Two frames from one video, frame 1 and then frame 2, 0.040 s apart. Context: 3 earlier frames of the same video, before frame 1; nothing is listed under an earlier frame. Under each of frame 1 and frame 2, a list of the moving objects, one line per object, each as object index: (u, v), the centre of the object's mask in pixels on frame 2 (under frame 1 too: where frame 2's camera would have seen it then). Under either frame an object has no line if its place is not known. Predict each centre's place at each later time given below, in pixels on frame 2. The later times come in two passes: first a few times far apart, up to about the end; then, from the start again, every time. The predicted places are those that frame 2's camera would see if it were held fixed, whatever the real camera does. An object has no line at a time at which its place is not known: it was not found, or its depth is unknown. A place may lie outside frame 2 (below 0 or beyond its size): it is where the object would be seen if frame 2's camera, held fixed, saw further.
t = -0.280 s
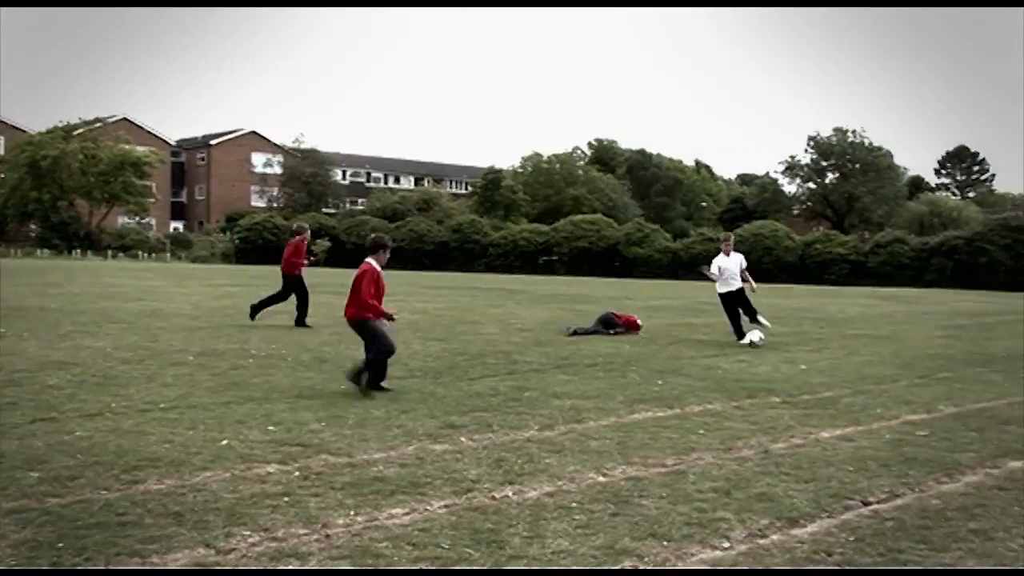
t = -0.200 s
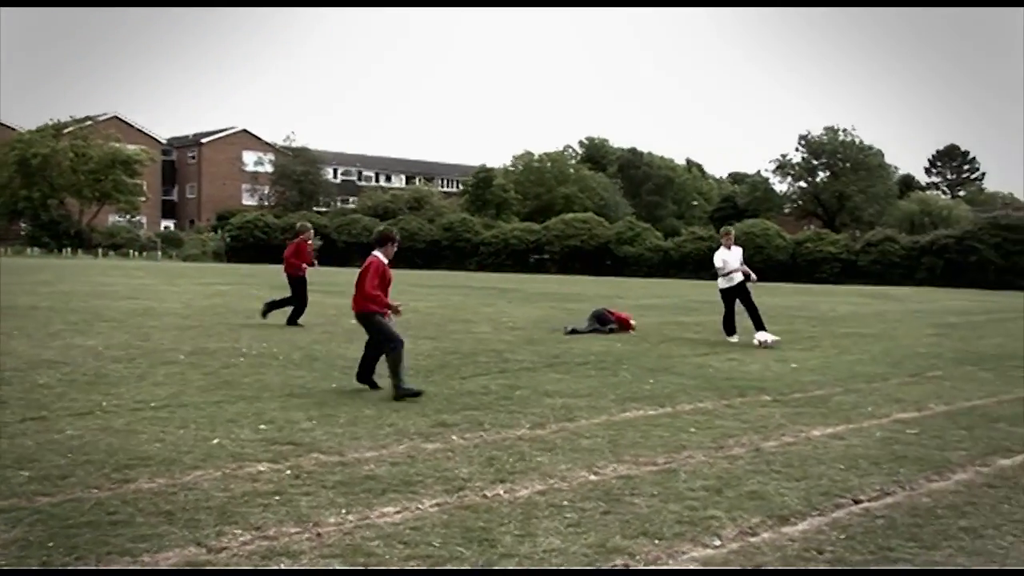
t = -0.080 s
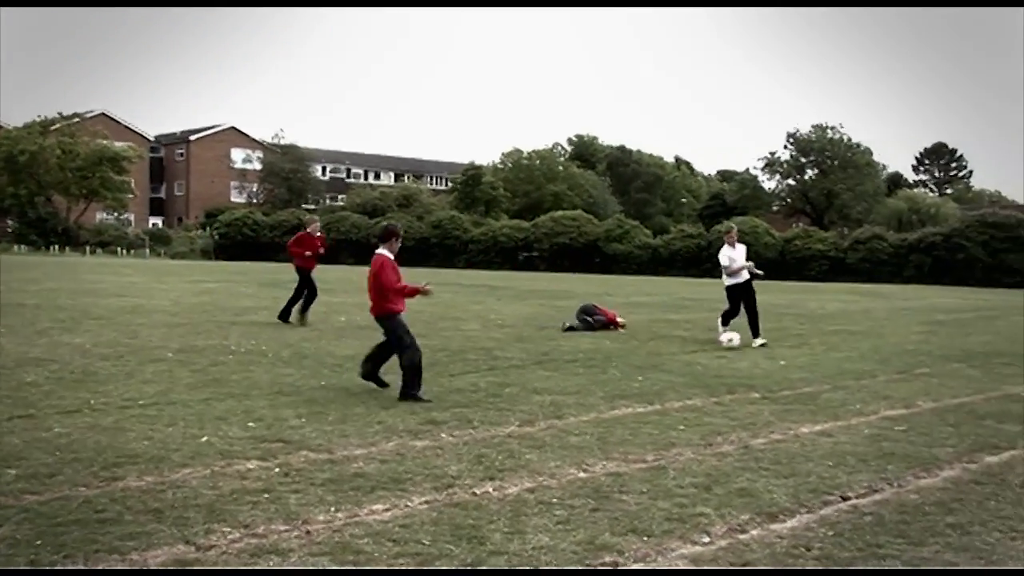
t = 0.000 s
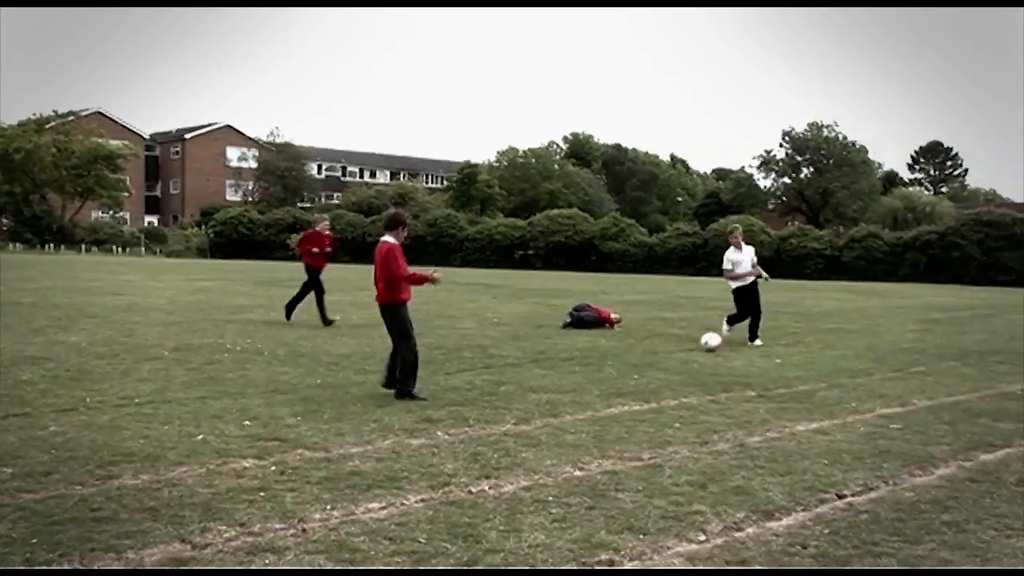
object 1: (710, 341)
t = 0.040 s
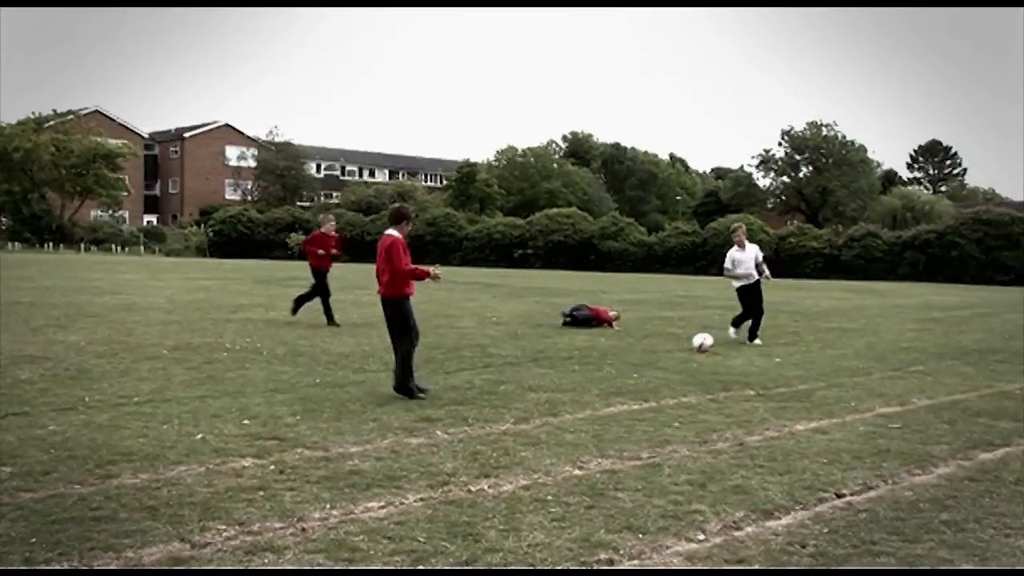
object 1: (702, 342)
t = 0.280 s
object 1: (662, 351)
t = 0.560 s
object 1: (611, 361)
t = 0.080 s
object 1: (695, 344)
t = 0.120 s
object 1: (688, 346)
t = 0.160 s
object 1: (681, 346)
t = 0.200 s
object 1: (675, 346)
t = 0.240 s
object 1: (669, 347)
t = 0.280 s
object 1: (662, 351)
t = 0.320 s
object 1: (655, 352)
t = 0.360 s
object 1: (648, 352)
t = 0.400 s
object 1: (641, 353)
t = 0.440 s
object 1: (633, 355)
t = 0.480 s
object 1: (626, 359)
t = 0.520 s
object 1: (619, 359)
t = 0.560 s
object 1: (611, 361)
